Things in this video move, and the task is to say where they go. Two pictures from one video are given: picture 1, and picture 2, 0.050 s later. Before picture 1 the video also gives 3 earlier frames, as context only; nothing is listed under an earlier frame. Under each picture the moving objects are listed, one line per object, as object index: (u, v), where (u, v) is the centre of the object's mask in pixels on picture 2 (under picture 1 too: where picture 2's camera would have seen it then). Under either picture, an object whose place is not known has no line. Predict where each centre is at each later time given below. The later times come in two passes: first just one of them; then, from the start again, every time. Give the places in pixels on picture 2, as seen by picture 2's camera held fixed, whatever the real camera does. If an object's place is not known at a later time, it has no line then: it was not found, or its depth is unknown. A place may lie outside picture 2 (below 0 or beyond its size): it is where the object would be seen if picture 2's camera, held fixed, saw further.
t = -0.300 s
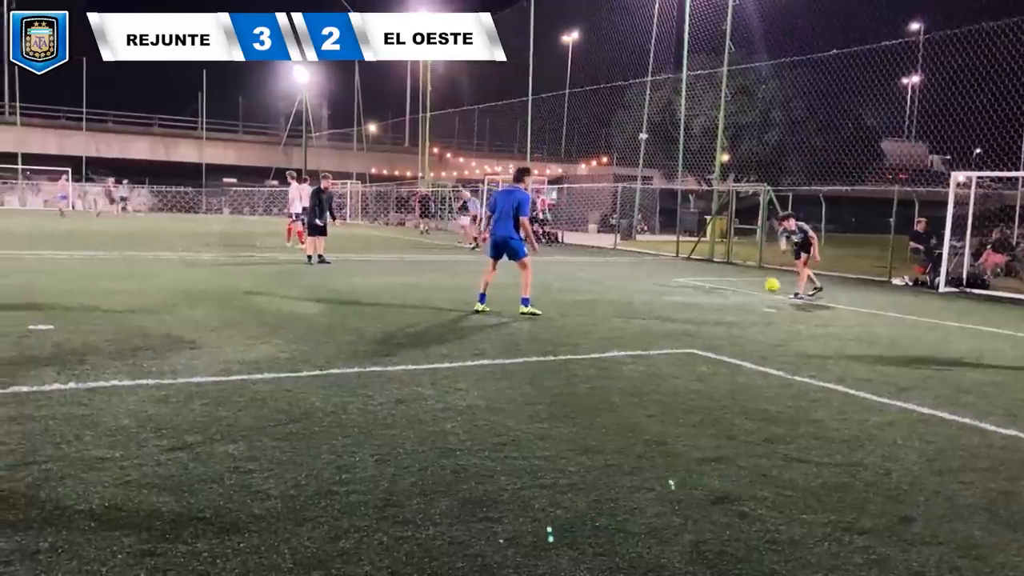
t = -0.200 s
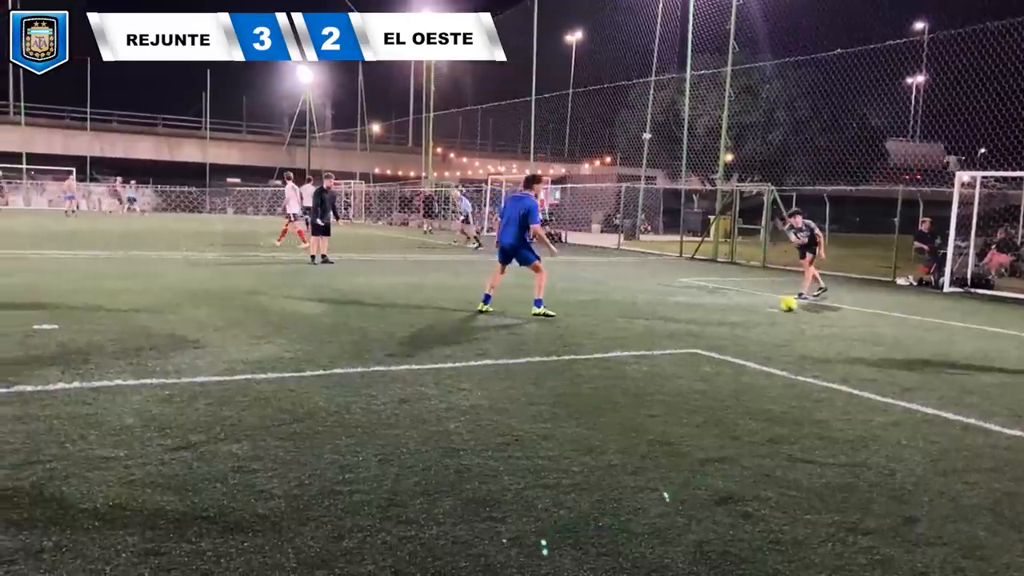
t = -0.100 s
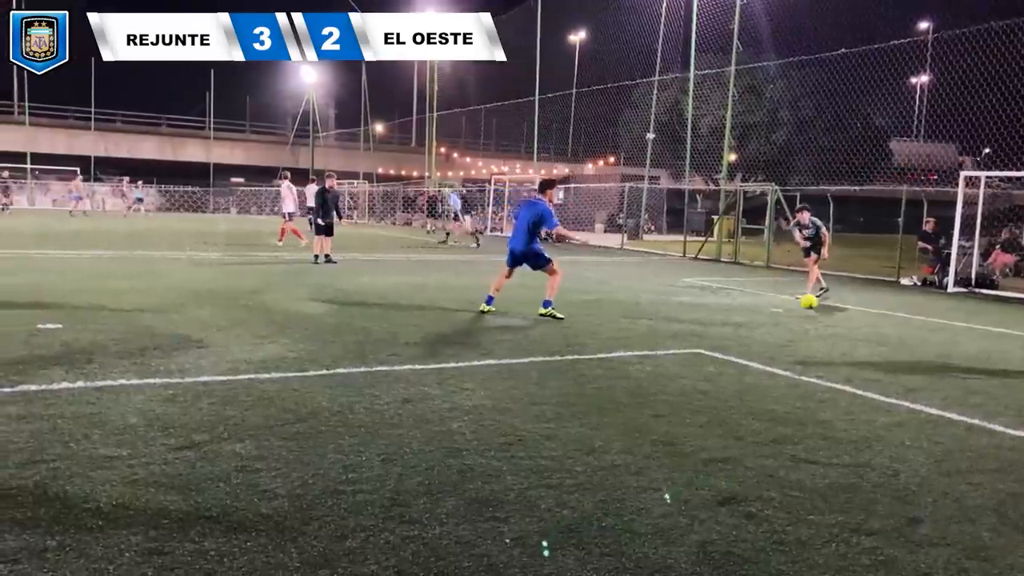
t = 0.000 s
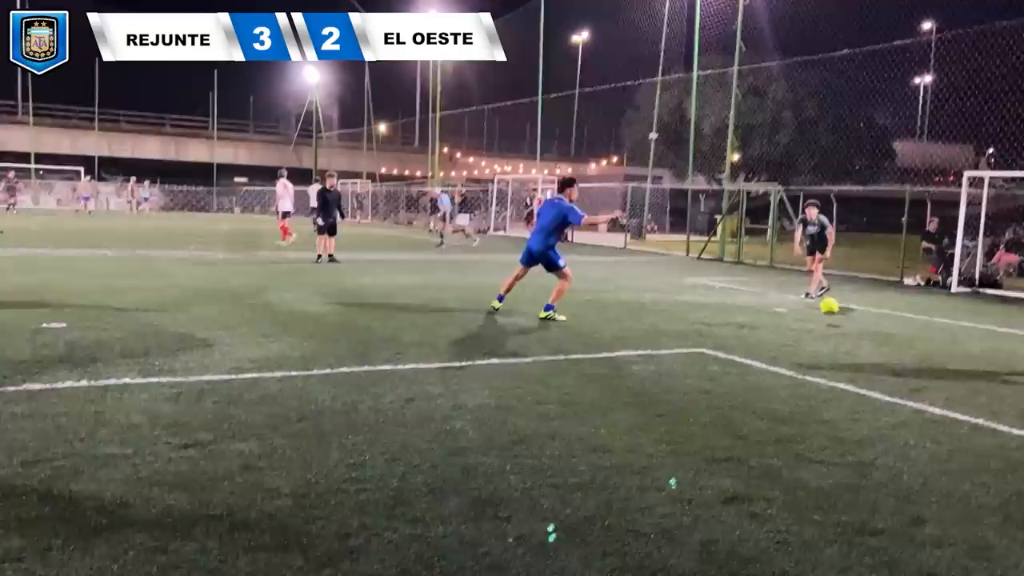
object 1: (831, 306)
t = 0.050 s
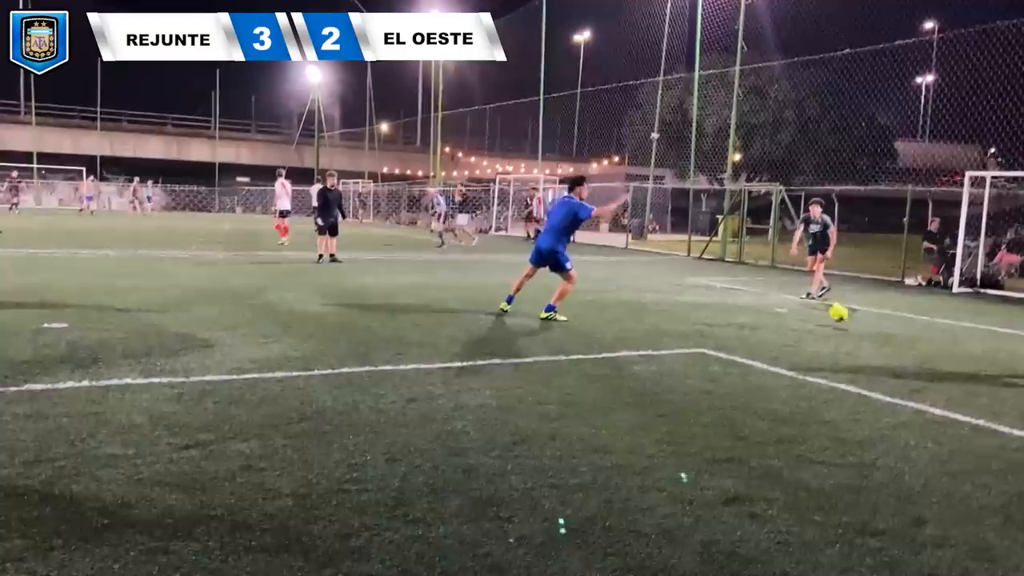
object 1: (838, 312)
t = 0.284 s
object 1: (884, 328)
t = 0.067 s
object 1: (841, 315)
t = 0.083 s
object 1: (844, 318)
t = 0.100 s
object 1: (847, 322)
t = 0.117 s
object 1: (850, 324)
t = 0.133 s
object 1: (854, 323)
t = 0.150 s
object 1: (857, 323)
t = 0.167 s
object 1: (860, 322)
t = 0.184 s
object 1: (863, 322)
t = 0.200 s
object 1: (867, 322)
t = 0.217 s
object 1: (871, 323)
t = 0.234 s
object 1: (874, 324)
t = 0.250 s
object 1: (878, 325)
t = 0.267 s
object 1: (881, 327)
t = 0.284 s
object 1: (884, 328)
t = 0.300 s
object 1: (888, 330)
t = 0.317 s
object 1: (891, 332)
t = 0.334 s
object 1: (895, 335)
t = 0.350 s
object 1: (898, 338)
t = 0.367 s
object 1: (902, 341)
